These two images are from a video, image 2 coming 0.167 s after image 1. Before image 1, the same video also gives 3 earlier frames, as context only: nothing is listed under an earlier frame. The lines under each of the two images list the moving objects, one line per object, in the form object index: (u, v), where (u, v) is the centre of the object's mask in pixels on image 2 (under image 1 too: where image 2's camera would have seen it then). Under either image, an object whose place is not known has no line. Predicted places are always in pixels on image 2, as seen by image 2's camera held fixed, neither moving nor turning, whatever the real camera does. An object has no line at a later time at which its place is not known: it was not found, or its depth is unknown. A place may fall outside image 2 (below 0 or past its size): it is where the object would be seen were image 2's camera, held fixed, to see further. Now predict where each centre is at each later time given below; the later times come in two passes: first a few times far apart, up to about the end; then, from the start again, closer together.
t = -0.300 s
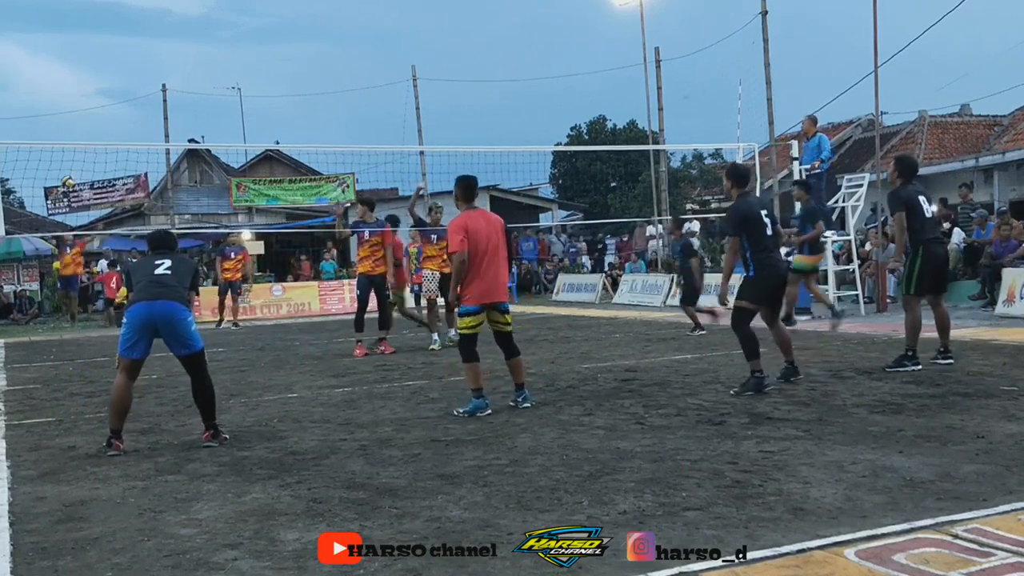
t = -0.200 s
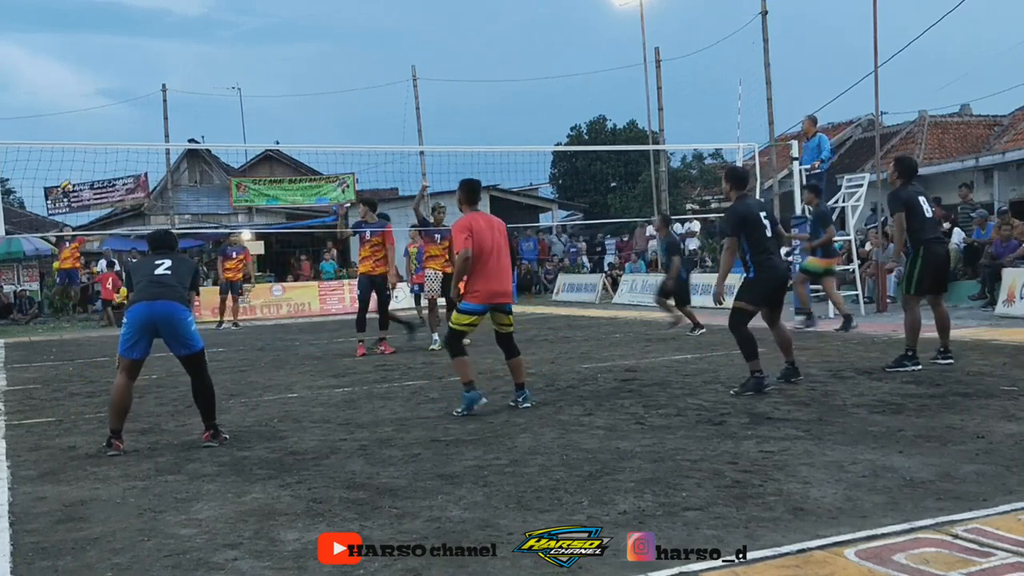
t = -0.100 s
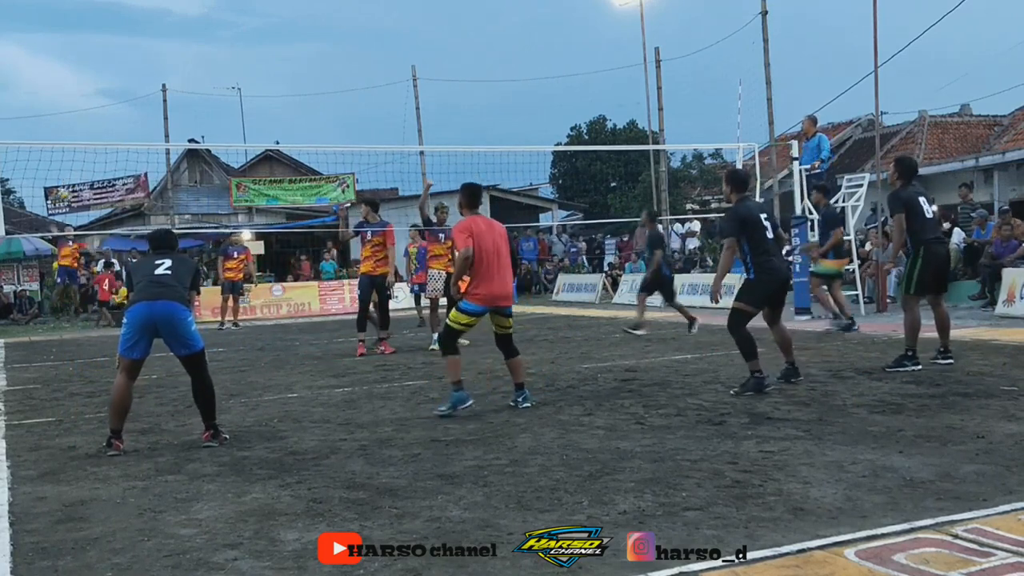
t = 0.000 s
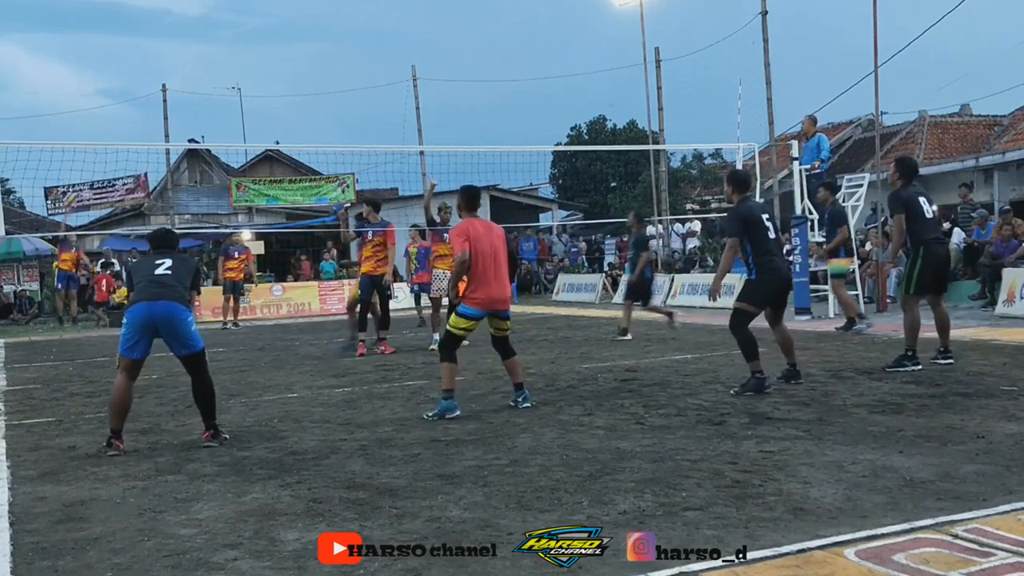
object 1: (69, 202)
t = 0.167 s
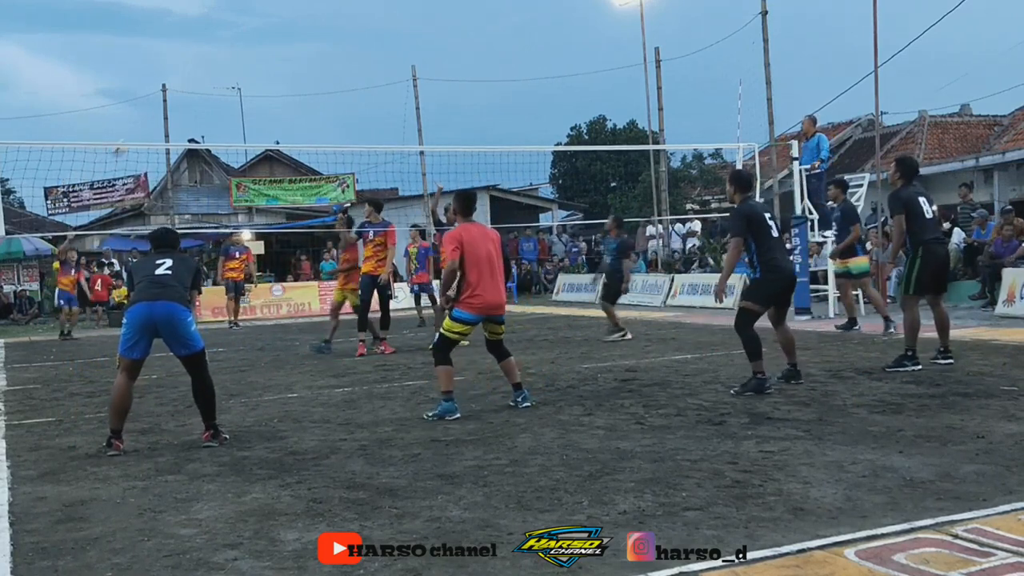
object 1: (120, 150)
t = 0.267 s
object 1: (152, 122)
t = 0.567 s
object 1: (278, 66)
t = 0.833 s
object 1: (461, 69)
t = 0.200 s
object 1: (131, 137)
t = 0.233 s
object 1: (141, 131)
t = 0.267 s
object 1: (152, 122)
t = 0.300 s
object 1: (163, 113)
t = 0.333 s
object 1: (175, 106)
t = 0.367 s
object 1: (188, 98)
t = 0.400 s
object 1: (201, 92)
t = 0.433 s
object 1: (215, 86)
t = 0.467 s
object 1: (230, 80)
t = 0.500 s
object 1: (245, 74)
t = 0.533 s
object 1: (261, 70)
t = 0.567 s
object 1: (278, 66)
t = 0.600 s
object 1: (297, 63)
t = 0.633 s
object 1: (316, 61)
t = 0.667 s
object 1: (337, 59)
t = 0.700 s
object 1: (359, 58)
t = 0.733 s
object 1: (383, 59)
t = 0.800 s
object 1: (434, 64)
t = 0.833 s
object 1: (461, 69)
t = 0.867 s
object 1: (490, 77)
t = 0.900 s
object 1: (519, 84)
